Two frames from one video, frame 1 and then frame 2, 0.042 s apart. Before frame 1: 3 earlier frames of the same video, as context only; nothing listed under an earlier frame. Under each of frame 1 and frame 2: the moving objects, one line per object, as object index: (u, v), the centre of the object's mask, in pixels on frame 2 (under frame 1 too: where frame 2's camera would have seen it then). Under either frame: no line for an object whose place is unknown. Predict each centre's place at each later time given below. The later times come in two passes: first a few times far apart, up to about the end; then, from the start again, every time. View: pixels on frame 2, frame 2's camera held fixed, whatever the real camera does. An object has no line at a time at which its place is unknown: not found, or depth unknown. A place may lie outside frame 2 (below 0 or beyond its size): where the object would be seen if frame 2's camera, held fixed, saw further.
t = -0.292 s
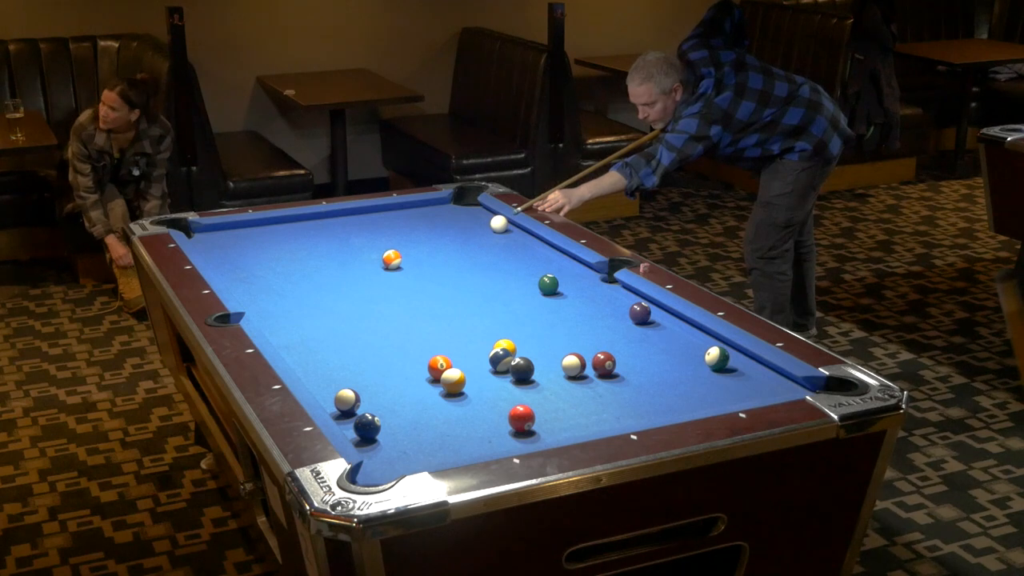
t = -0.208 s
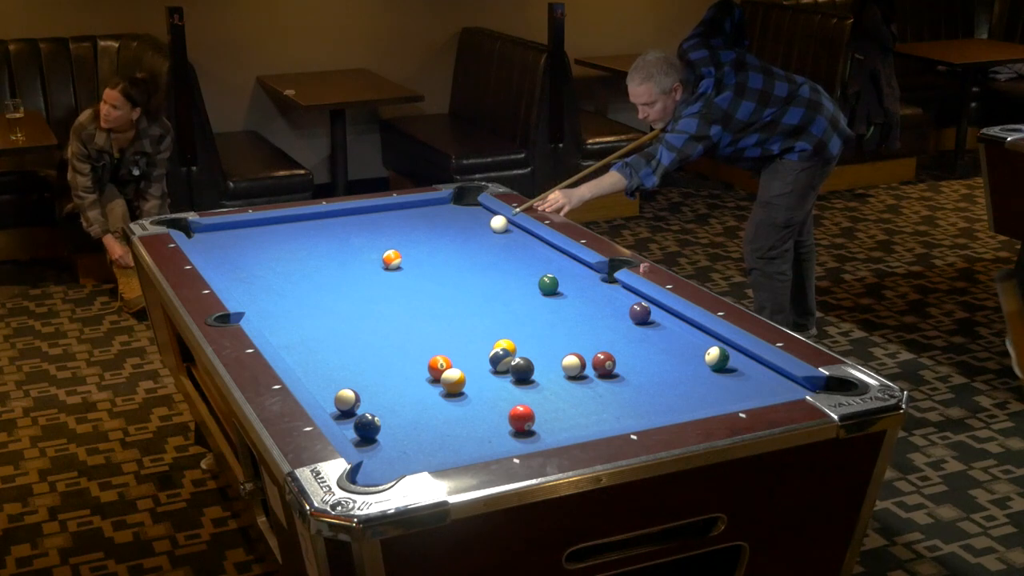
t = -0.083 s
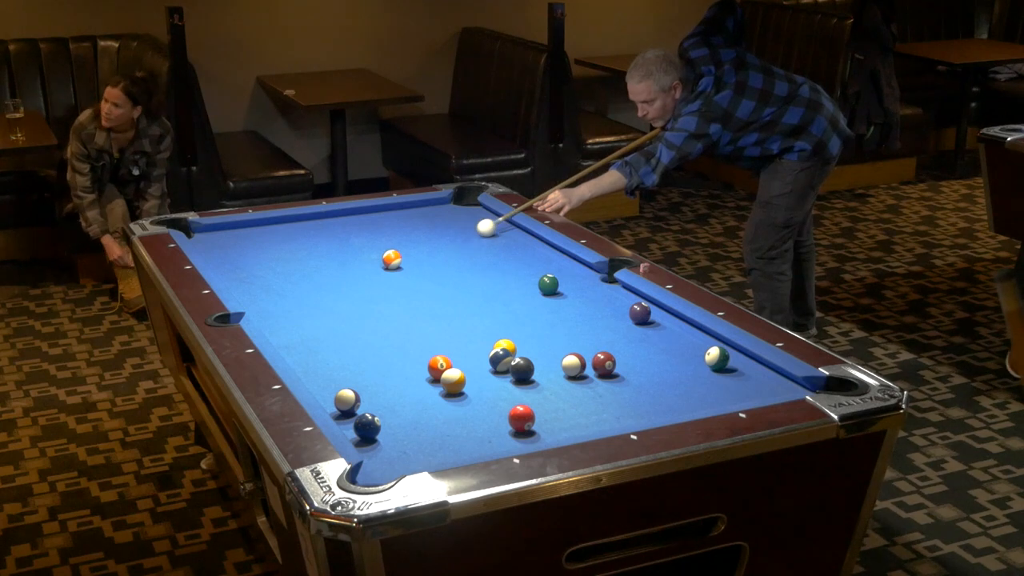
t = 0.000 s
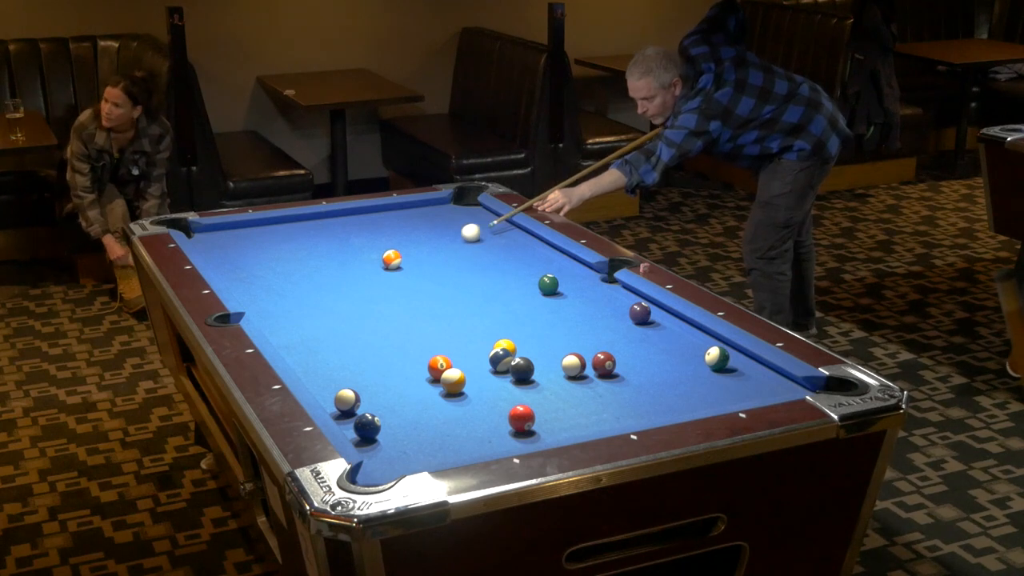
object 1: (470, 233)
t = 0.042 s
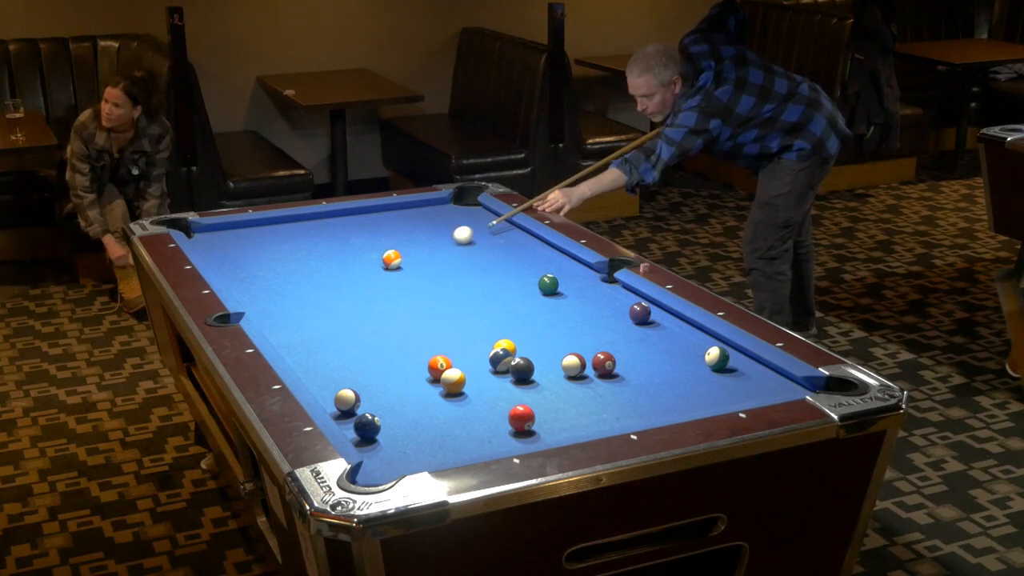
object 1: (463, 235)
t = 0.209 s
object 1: (431, 245)
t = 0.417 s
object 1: (399, 254)
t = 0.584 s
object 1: (386, 256)
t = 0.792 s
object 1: (371, 258)
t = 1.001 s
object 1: (357, 260)
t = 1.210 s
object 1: (344, 262)
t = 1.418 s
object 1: (332, 264)
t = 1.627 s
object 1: (322, 265)
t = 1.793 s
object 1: (315, 267)
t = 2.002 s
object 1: (307, 268)
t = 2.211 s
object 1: (300, 269)
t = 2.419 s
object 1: (294, 270)
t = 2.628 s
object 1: (290, 271)
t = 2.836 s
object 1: (286, 271)
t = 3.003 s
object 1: (285, 271)
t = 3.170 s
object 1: (285, 272)
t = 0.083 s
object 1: (455, 238)
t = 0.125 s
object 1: (447, 240)
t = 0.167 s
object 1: (439, 242)
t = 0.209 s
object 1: (431, 245)
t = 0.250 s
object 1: (423, 248)
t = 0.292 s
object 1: (415, 250)
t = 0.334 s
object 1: (407, 253)
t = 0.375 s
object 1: (402, 254)
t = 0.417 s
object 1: (399, 254)
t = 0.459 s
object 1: (396, 255)
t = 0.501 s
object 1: (392, 255)
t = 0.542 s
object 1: (389, 256)
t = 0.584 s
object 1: (386, 256)
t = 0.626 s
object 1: (383, 257)
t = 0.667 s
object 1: (380, 257)
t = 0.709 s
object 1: (377, 258)
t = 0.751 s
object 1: (374, 258)
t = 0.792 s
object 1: (371, 258)
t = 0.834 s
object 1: (368, 259)
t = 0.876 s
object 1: (365, 259)
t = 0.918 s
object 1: (362, 260)
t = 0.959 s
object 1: (360, 260)
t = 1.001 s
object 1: (357, 260)
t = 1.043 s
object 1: (354, 261)
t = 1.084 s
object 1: (352, 261)
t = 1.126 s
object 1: (349, 262)
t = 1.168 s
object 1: (347, 262)
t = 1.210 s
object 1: (344, 262)
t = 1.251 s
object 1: (342, 263)
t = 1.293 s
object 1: (340, 263)
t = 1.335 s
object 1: (337, 263)
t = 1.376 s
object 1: (335, 264)
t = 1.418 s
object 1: (332, 264)
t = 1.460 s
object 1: (330, 264)
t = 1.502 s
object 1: (328, 265)
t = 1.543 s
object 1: (326, 265)
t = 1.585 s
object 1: (324, 265)
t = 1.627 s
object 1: (322, 265)
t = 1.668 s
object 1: (320, 266)
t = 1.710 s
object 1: (319, 266)
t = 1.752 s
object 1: (317, 266)
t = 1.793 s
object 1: (315, 267)
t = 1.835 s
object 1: (313, 267)
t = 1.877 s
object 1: (311, 267)
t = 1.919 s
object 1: (310, 267)
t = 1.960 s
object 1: (308, 268)
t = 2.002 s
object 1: (307, 268)
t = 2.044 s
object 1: (305, 268)
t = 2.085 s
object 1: (304, 268)
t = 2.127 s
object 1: (302, 269)
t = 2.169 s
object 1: (301, 269)
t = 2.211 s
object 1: (300, 269)
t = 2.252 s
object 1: (299, 269)
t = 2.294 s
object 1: (297, 269)
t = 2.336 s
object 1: (296, 270)
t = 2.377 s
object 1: (295, 270)
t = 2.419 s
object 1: (294, 270)
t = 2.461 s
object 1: (293, 270)
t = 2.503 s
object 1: (292, 270)
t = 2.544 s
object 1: (291, 271)
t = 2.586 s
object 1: (291, 271)
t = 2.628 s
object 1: (290, 271)
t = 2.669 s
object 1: (289, 271)
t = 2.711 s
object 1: (289, 271)
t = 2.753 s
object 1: (288, 271)
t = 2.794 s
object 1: (287, 271)
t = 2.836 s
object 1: (286, 271)
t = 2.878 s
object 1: (286, 271)
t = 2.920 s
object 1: (286, 271)
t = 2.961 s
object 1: (285, 271)
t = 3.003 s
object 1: (285, 271)
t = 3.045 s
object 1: (285, 271)
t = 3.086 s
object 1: (285, 271)
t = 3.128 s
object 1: (285, 271)
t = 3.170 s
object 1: (285, 272)
